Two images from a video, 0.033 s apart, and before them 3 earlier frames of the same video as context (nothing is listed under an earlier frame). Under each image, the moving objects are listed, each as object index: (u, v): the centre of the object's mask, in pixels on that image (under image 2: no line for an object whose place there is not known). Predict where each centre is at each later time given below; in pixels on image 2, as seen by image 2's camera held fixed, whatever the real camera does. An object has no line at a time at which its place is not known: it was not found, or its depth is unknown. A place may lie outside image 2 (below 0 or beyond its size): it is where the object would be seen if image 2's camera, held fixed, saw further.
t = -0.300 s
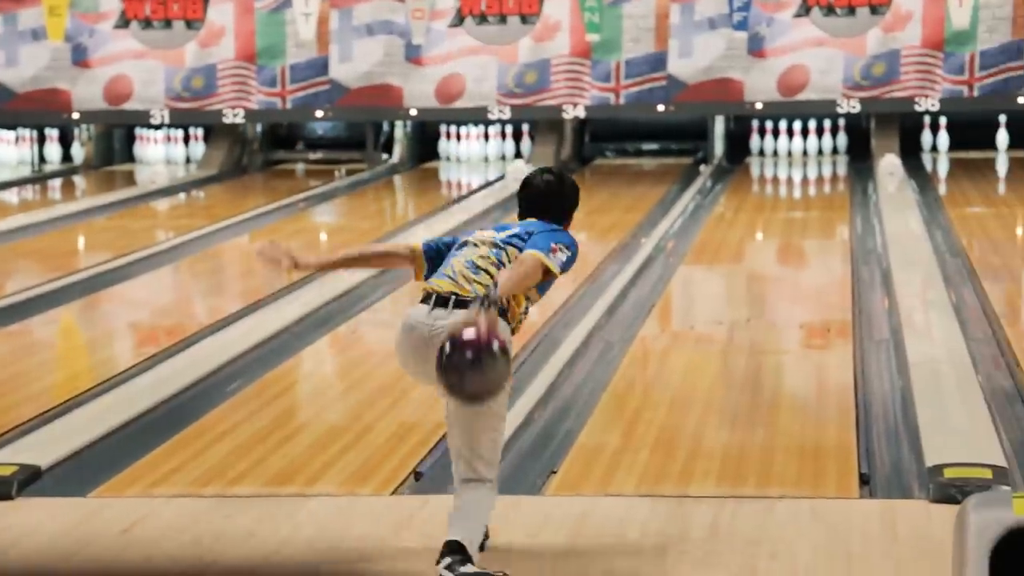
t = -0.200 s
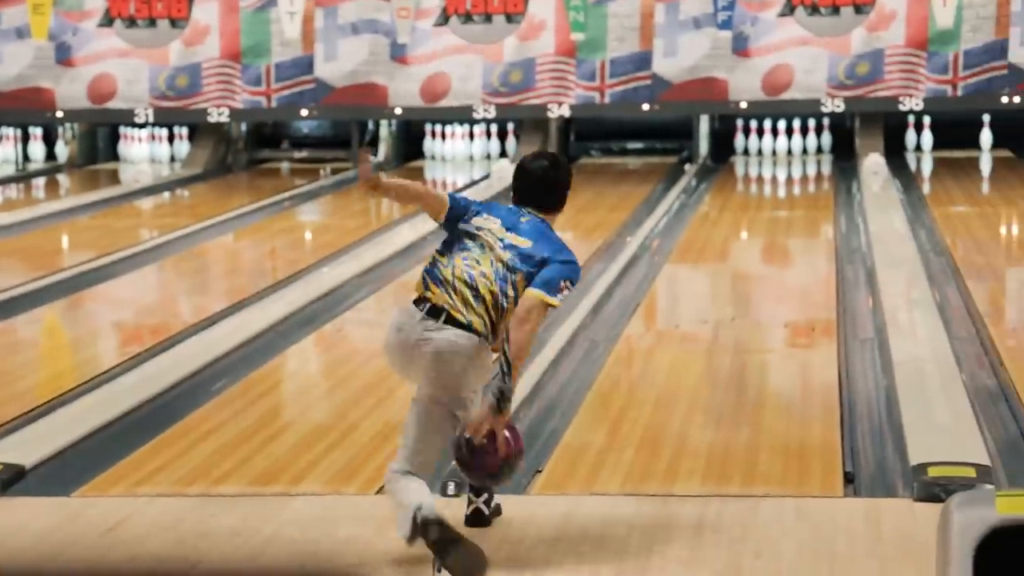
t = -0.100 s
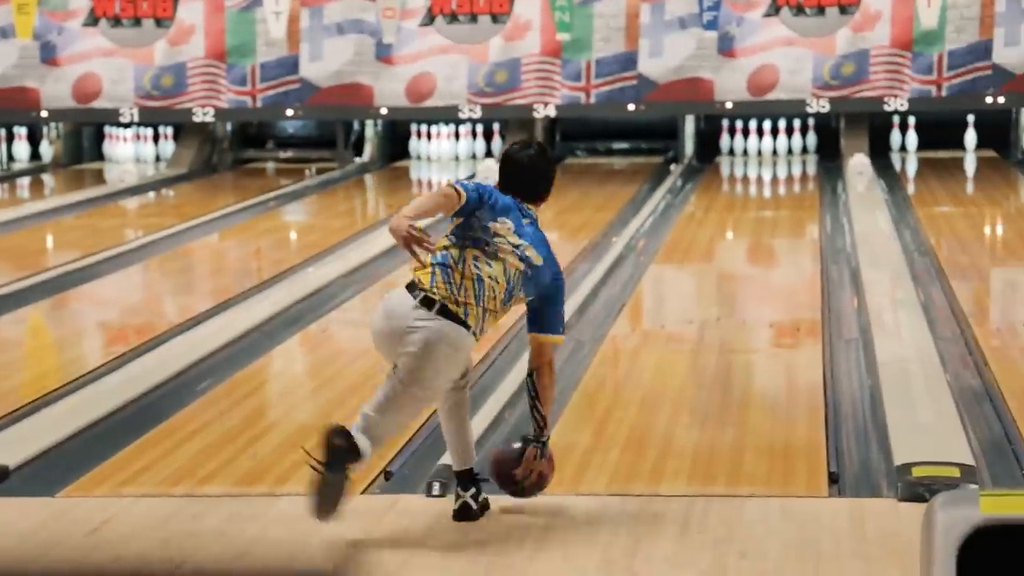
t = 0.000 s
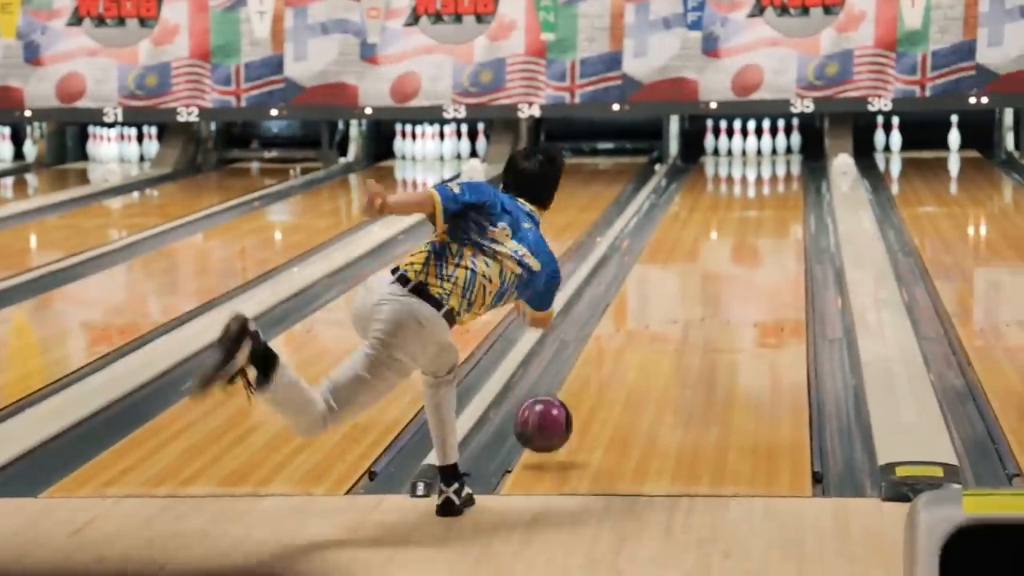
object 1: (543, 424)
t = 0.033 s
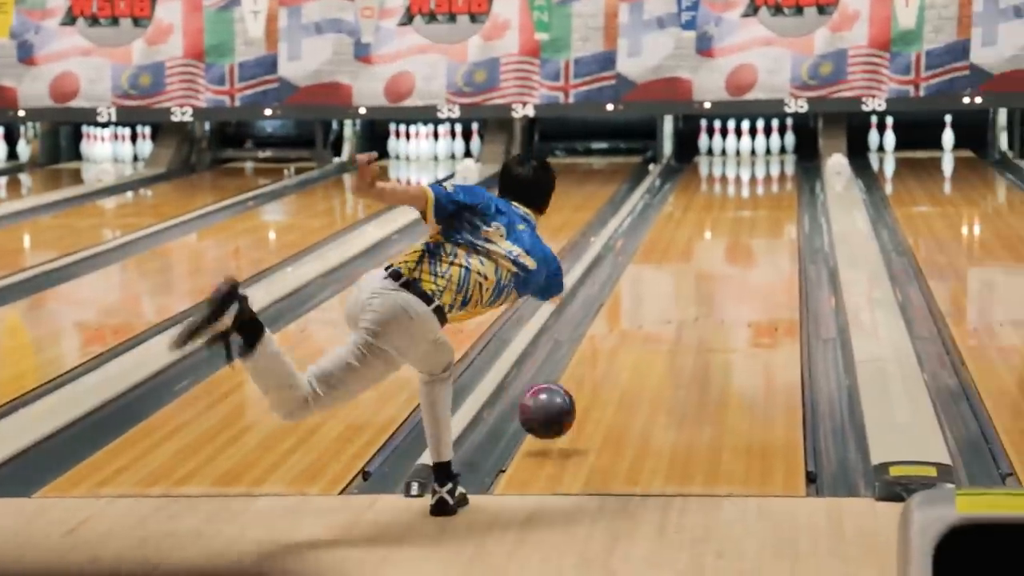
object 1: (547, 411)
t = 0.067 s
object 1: (558, 402)
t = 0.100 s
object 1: (567, 396)
